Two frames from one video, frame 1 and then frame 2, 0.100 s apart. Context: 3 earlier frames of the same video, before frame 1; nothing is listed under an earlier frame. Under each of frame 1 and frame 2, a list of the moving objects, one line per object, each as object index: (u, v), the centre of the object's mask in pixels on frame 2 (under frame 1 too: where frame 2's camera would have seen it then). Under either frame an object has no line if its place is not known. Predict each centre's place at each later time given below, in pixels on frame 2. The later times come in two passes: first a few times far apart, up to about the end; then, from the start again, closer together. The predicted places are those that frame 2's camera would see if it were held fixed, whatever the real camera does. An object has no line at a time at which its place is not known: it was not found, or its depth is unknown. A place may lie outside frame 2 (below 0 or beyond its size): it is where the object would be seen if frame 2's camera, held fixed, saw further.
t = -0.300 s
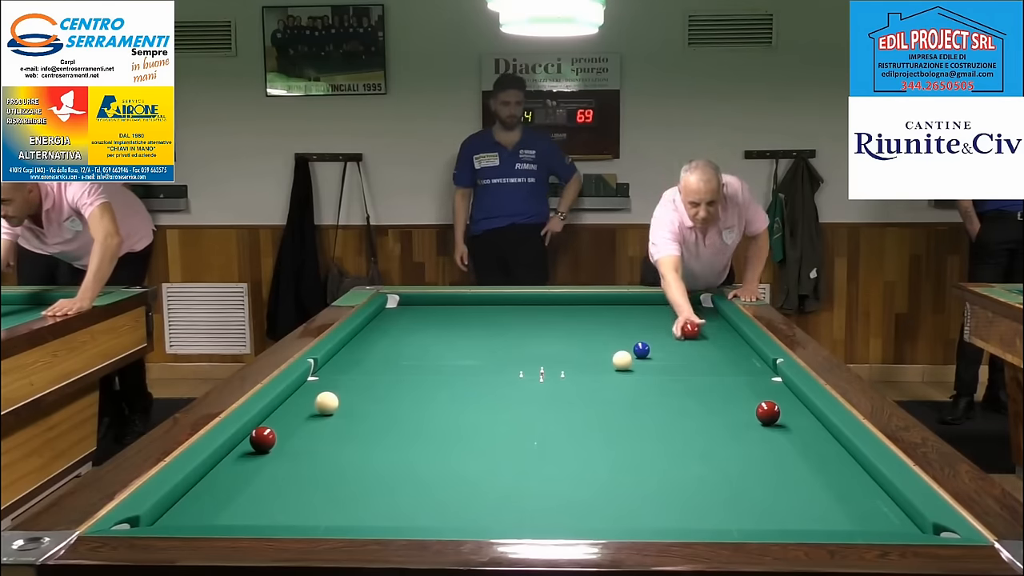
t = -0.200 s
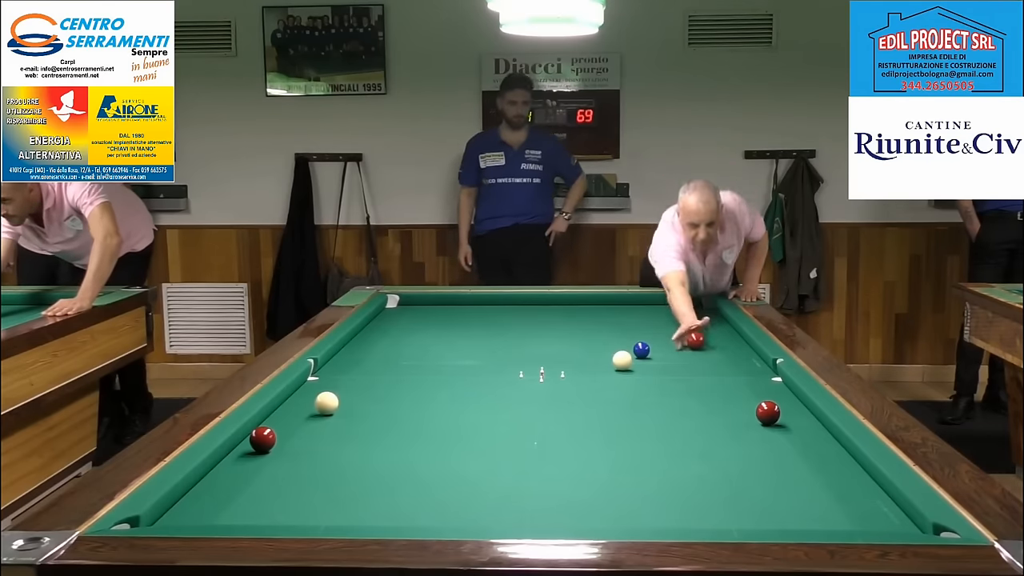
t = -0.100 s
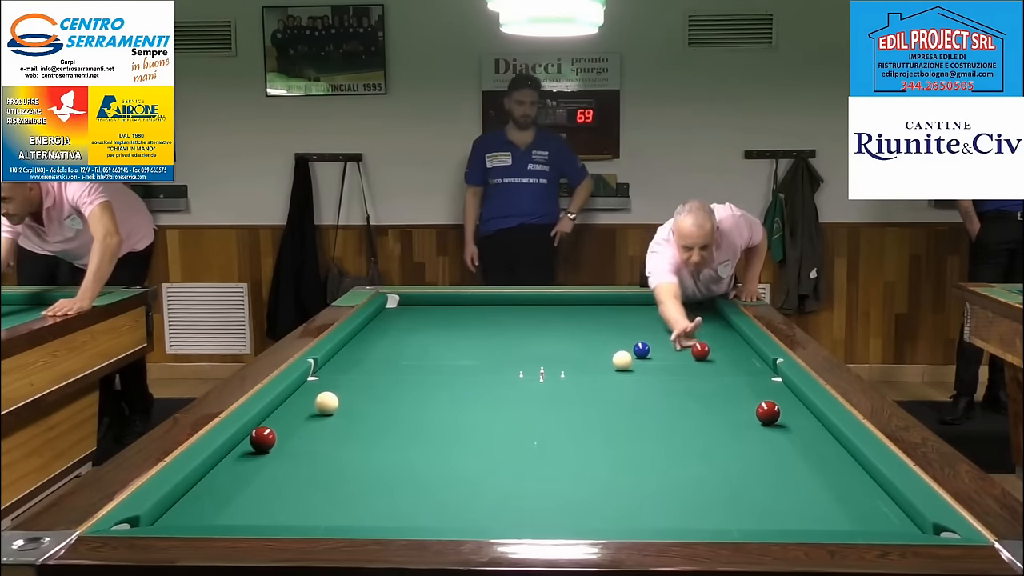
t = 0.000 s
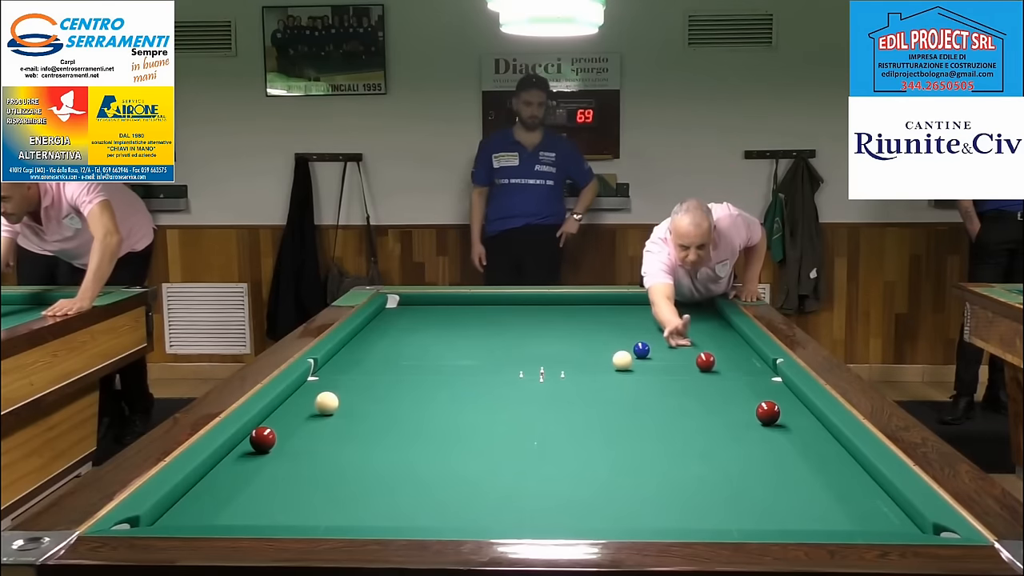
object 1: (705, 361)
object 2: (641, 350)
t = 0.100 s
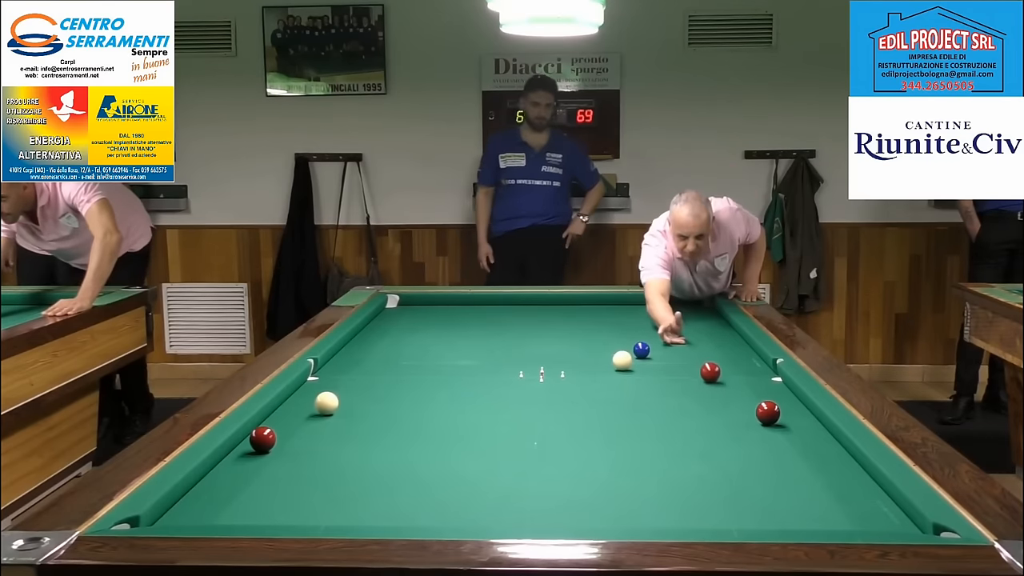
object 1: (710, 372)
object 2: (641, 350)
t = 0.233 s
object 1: (717, 387)
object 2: (641, 350)
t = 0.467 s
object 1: (729, 415)
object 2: (641, 350)
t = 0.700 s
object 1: (746, 453)
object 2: (641, 350)
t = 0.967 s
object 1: (770, 507)
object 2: (641, 350)
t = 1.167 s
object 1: (774, 517)
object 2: (641, 350)
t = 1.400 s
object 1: (748, 482)
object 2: (641, 350)
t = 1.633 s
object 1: (731, 457)
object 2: (641, 350)
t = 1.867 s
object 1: (718, 438)
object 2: (641, 350)
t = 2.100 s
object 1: (705, 419)
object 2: (641, 350)
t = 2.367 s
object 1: (693, 402)
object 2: (641, 350)
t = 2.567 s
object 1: (684, 389)
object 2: (641, 350)
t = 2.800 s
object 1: (676, 377)
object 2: (641, 350)
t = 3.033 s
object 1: (668, 367)
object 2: (641, 350)
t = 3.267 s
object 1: (661, 357)
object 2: (641, 350)
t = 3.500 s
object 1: (660, 349)
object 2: (636, 349)
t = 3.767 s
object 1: (668, 341)
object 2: (617, 346)
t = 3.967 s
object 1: (673, 336)
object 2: (606, 346)
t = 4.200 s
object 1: (678, 331)
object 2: (592, 344)
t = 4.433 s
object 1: (683, 325)
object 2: (580, 343)
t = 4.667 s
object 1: (687, 321)
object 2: (569, 342)
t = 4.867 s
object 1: (692, 317)
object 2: (559, 340)
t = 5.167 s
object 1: (697, 312)
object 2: (546, 339)
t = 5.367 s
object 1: (700, 309)
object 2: (539, 338)
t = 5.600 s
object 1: (704, 305)
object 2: (530, 337)
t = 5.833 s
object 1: (703, 302)
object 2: (521, 336)
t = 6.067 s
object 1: (698, 300)
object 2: (515, 335)
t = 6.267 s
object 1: (701, 300)
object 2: (508, 335)
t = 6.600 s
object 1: (704, 302)
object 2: (500, 334)
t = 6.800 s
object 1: (706, 303)
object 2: (496, 333)
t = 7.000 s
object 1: (706, 304)
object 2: (493, 333)
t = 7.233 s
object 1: (706, 305)
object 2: (489, 333)
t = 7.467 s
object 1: (706, 306)
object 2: (485, 332)
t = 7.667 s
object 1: (706, 306)
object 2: (483, 332)
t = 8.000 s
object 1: (705, 307)
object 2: (480, 332)
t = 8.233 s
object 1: (705, 308)
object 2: (479, 332)
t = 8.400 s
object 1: (705, 309)
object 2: (479, 332)
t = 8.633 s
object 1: (705, 309)
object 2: (479, 332)
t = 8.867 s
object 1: (704, 310)
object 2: (479, 332)
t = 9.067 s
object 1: (704, 310)
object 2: (479, 332)
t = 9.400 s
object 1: (704, 310)
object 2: (479, 332)
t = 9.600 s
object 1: (704, 310)
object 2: (479, 332)
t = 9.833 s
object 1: (704, 310)
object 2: (479, 332)
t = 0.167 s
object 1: (713, 378)
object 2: (641, 350)
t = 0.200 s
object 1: (715, 383)
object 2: (641, 350)
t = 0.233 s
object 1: (717, 387)
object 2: (641, 350)
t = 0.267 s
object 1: (718, 389)
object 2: (641, 350)
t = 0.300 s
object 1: (720, 394)
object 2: (641, 350)
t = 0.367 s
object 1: (724, 404)
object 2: (641, 350)
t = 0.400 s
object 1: (725, 407)
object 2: (641, 350)
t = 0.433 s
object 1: (728, 412)
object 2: (641, 349)
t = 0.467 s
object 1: (729, 415)
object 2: (641, 350)
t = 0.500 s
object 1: (732, 420)
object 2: (641, 350)
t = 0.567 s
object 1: (736, 429)
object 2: (641, 350)
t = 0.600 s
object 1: (738, 436)
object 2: (641, 350)
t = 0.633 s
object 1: (741, 442)
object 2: (641, 350)
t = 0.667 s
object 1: (743, 446)
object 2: (641, 350)
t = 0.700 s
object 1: (746, 453)
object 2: (641, 350)
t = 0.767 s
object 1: (751, 464)
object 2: (641, 350)
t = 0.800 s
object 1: (754, 472)
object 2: (641, 350)
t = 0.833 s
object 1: (758, 480)
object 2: (641, 350)
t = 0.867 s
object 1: (760, 484)
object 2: (641, 350)
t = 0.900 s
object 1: (764, 493)
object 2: (641, 350)
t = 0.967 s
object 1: (770, 507)
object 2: (641, 350)
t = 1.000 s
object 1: (775, 514)
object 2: (641, 350)
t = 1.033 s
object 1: (779, 520)
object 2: (641, 350)
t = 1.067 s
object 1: (783, 525)
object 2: (641, 350)
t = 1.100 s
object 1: (782, 524)
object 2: (641, 350)
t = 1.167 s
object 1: (774, 517)
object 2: (641, 350)
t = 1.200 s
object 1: (768, 512)
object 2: (641, 350)
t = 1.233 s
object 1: (764, 506)
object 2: (641, 350)
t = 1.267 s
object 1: (759, 499)
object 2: (641, 350)
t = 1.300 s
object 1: (758, 496)
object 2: (641, 350)
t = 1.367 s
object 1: (752, 487)
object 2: (641, 350)
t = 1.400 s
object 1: (748, 482)
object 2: (641, 350)
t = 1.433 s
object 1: (745, 478)
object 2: (641, 350)
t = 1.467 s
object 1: (744, 476)
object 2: (641, 350)
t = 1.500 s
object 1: (741, 471)
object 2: (641, 350)
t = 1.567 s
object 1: (735, 463)
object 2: (641, 350)
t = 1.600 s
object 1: (734, 461)
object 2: (641, 350)
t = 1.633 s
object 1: (731, 457)
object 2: (641, 350)
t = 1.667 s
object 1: (730, 455)
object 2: (641, 350)
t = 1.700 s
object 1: (727, 452)
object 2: (641, 350)
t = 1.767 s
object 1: (722, 445)
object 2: (641, 350)
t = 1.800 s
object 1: (721, 443)
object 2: (641, 350)
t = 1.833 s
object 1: (719, 439)
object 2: (641, 350)
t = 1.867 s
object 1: (718, 438)
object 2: (641, 350)
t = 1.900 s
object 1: (715, 434)
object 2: (641, 350)
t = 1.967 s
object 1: (711, 428)
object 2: (641, 350)
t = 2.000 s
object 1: (710, 427)
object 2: (641, 350)
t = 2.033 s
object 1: (708, 424)
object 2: (641, 350)
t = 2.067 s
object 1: (707, 422)
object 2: (641, 350)
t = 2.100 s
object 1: (705, 419)
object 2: (641, 350)
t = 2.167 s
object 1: (702, 415)
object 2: (641, 350)
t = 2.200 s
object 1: (700, 412)
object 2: (641, 350)
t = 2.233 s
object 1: (698, 410)
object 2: (641, 350)
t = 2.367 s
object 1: (693, 402)
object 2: (641, 350)
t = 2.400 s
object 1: (691, 399)
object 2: (641, 350)
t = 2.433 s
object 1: (689, 397)
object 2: (641, 350)
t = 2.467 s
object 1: (689, 396)
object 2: (641, 350)
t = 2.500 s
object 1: (687, 393)
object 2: (641, 350)
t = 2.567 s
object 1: (684, 389)
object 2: (641, 350)
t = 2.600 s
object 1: (683, 388)
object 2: (641, 350)
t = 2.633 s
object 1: (682, 386)
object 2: (641, 350)
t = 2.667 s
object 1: (681, 385)
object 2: (641, 350)
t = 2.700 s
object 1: (680, 382)
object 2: (641, 350)
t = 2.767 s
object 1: (677, 379)
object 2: (641, 350)
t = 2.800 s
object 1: (676, 377)
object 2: (641, 350)
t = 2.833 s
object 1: (675, 375)
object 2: (641, 350)
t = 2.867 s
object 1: (674, 375)
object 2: (641, 350)
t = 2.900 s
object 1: (673, 373)
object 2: (641, 350)
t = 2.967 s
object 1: (671, 370)
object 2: (641, 350)
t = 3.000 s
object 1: (670, 368)
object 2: (641, 350)
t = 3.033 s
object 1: (668, 367)
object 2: (641, 350)
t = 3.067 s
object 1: (667, 365)
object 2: (641, 350)
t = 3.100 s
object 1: (666, 364)
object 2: (641, 350)
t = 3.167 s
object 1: (664, 361)
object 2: (641, 350)
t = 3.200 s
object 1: (664, 360)
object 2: (641, 350)
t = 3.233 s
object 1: (662, 358)
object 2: (641, 350)
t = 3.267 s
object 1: (661, 357)
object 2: (641, 350)
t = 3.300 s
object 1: (661, 356)
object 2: (641, 350)
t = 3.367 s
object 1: (659, 354)
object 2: (641, 350)
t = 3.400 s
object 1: (658, 352)
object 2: (641, 350)
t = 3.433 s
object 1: (658, 351)
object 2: (640, 350)
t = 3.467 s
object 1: (659, 349)
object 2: (637, 349)
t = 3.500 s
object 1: (660, 349)
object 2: (636, 349)
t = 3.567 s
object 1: (662, 347)
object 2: (632, 348)
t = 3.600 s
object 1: (663, 346)
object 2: (629, 347)
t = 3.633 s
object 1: (664, 345)
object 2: (627, 346)
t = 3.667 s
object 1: (665, 344)
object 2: (625, 346)
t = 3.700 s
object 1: (666, 343)
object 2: (622, 346)
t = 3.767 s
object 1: (668, 341)
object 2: (617, 346)
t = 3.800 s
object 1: (668, 340)
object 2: (616, 346)
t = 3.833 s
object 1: (670, 339)
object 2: (613, 346)
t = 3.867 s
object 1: (670, 339)
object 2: (612, 346)
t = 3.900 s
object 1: (671, 338)
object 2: (610, 346)
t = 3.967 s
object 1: (673, 336)
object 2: (606, 346)
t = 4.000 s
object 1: (673, 335)
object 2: (604, 346)
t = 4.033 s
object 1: (674, 334)
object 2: (602, 345)
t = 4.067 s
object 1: (675, 334)
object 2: (599, 345)
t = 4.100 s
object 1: (676, 333)
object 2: (598, 345)
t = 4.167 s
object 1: (677, 332)
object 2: (595, 345)
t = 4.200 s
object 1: (678, 331)
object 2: (592, 344)
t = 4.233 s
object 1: (679, 330)
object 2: (590, 344)
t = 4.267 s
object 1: (680, 329)
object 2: (588, 344)
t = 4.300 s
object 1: (680, 328)
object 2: (587, 344)
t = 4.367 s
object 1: (682, 327)
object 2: (583, 343)
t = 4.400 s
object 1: (683, 326)
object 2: (582, 343)
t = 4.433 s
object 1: (683, 325)
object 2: (580, 343)
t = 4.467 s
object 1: (684, 325)
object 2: (579, 342)
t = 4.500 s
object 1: (685, 324)
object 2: (577, 342)
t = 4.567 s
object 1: (686, 323)
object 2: (574, 342)
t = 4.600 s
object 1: (686, 322)
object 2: (572, 342)
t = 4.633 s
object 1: (687, 321)
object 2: (570, 342)
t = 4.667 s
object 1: (687, 321)
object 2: (569, 342)
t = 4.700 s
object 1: (689, 320)
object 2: (567, 341)
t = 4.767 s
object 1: (690, 319)
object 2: (564, 341)
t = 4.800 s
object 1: (690, 318)
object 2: (562, 341)
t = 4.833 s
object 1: (691, 317)
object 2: (560, 341)
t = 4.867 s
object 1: (692, 317)
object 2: (559, 340)
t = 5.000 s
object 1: (694, 315)
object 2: (553, 340)
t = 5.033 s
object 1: (695, 314)
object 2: (552, 340)
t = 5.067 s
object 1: (696, 314)
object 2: (550, 340)
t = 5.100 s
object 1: (696, 313)
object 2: (549, 339)
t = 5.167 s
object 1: (697, 312)
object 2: (546, 339)
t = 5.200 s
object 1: (698, 311)
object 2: (545, 339)
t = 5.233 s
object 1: (698, 311)
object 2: (543, 339)
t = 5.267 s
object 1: (699, 310)
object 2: (542, 338)
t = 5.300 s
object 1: (699, 310)
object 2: (541, 338)
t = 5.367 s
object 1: (700, 309)
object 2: (539, 338)
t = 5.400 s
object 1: (701, 308)
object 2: (537, 338)
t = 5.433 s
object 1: (701, 308)
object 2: (535, 338)
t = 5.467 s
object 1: (702, 307)
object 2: (534, 338)
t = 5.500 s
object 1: (702, 307)
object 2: (533, 337)
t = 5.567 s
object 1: (703, 306)
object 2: (531, 337)
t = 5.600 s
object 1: (704, 305)
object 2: (530, 337)
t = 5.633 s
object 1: (704, 305)
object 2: (528, 337)
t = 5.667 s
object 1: (705, 304)
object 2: (528, 337)
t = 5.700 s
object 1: (705, 304)
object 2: (526, 337)
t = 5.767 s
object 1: (705, 303)
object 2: (524, 336)
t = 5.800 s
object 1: (704, 302)
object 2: (523, 336)
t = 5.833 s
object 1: (703, 302)
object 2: (521, 336)
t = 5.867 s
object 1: (703, 302)
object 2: (521, 336)
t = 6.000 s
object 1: (700, 300)
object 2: (517, 335)
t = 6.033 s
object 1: (698, 300)
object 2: (515, 335)
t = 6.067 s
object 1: (698, 300)
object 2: (515, 335)
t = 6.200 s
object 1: (700, 300)
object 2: (511, 335)
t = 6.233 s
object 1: (700, 300)
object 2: (509, 335)
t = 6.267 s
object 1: (701, 300)
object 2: (508, 335)
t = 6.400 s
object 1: (702, 301)
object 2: (505, 334)
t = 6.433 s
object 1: (703, 301)
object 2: (504, 334)
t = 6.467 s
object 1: (703, 301)
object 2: (504, 334)
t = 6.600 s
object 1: (704, 302)
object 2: (500, 334)
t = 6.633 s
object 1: (704, 302)
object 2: (500, 334)
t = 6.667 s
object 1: (705, 302)
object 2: (499, 334)
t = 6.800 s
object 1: (706, 303)
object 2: (496, 333)
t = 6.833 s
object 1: (706, 303)
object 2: (495, 333)
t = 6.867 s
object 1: (706, 303)
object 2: (495, 333)
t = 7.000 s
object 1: (706, 304)
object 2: (493, 333)
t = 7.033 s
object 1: (706, 304)
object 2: (492, 333)
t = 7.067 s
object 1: (706, 304)
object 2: (491, 333)
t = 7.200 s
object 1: (706, 305)
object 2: (489, 333)
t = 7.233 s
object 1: (706, 305)
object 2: (489, 333)
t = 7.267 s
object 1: (706, 305)
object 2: (488, 333)
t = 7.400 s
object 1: (706, 305)
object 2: (486, 333)
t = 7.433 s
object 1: (706, 306)
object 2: (486, 333)
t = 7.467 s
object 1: (706, 306)
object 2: (485, 332)
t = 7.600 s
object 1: (706, 306)
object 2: (484, 332)
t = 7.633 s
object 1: (706, 306)
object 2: (483, 332)
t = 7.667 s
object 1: (706, 306)
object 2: (483, 332)
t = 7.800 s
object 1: (706, 307)
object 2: (482, 332)
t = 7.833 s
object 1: (706, 307)
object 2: (482, 332)
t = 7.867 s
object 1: (705, 307)
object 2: (481, 332)
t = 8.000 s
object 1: (705, 307)
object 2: (480, 332)
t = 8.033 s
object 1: (705, 308)
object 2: (480, 332)
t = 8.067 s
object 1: (705, 308)
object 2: (480, 332)
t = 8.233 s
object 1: (705, 308)
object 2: (479, 332)
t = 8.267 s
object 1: (705, 308)
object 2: (479, 332)
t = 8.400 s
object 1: (705, 309)
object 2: (479, 332)
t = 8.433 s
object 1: (705, 309)
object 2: (479, 332)
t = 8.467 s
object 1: (705, 309)
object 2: (479, 332)
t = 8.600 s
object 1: (705, 309)
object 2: (479, 332)
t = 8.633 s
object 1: (705, 309)
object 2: (479, 332)
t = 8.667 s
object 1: (705, 309)
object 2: (479, 332)
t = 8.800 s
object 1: (704, 309)
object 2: (479, 332)
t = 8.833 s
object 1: (704, 310)
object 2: (479, 332)
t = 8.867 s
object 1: (704, 310)
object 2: (479, 332)
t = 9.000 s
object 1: (704, 310)
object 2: (479, 332)
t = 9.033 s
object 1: (704, 310)
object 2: (479, 332)
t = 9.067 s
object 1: (704, 310)
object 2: (479, 332)
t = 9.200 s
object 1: (704, 310)
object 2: (479, 332)
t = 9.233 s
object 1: (704, 310)
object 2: (479, 332)
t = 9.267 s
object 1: (704, 310)
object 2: (479, 332)
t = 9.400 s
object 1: (704, 310)
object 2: (479, 332)
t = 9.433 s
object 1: (704, 310)
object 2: (479, 332)
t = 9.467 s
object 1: (704, 310)
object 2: (479, 332)
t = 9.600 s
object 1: (704, 310)
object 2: (479, 332)
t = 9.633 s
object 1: (704, 310)
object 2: (479, 332)
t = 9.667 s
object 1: (704, 310)
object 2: (479, 332)
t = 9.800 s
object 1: (704, 310)
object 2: (479, 332)
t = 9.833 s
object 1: (704, 310)
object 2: (479, 332)
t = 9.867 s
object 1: (704, 310)
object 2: (479, 332)
